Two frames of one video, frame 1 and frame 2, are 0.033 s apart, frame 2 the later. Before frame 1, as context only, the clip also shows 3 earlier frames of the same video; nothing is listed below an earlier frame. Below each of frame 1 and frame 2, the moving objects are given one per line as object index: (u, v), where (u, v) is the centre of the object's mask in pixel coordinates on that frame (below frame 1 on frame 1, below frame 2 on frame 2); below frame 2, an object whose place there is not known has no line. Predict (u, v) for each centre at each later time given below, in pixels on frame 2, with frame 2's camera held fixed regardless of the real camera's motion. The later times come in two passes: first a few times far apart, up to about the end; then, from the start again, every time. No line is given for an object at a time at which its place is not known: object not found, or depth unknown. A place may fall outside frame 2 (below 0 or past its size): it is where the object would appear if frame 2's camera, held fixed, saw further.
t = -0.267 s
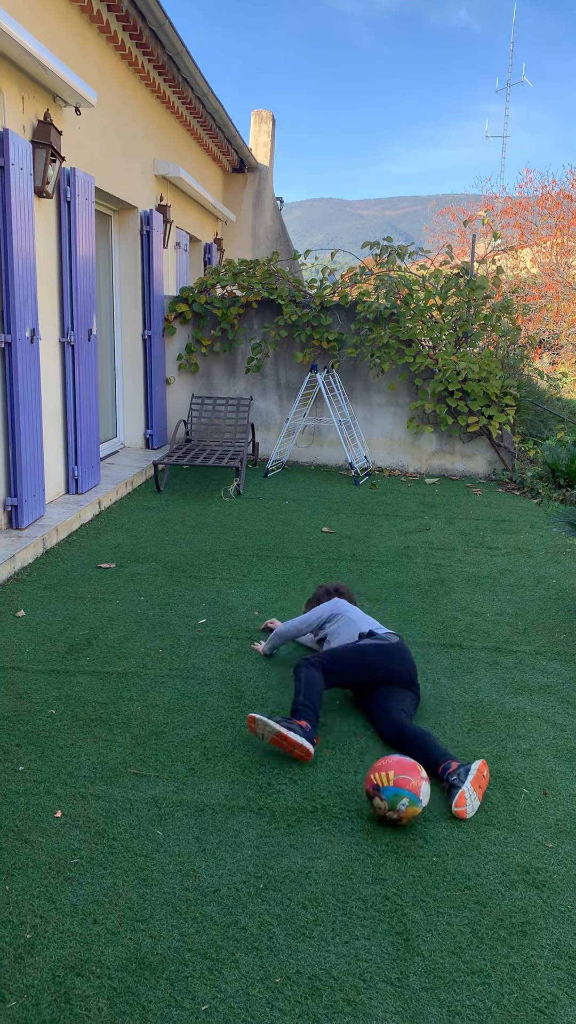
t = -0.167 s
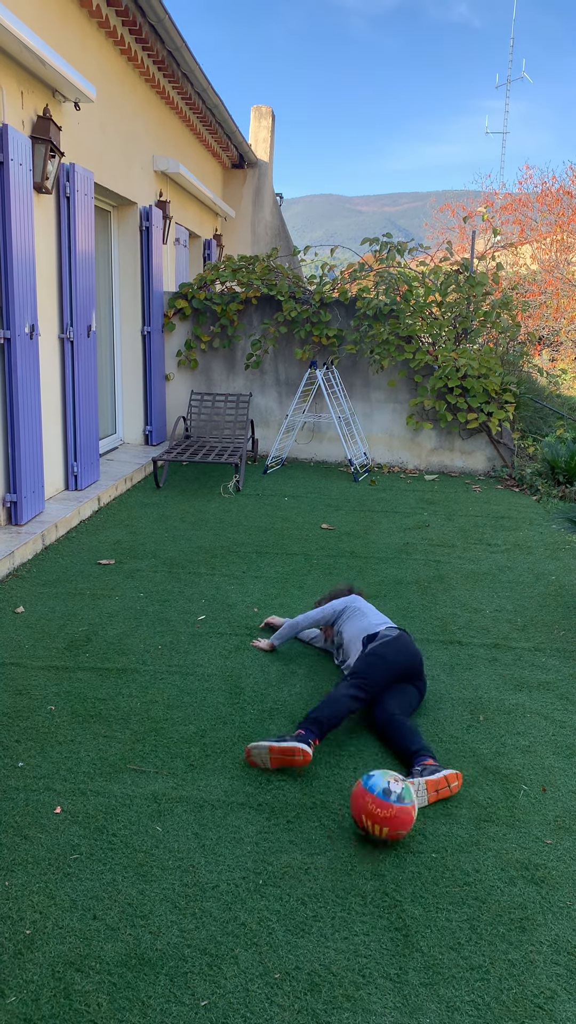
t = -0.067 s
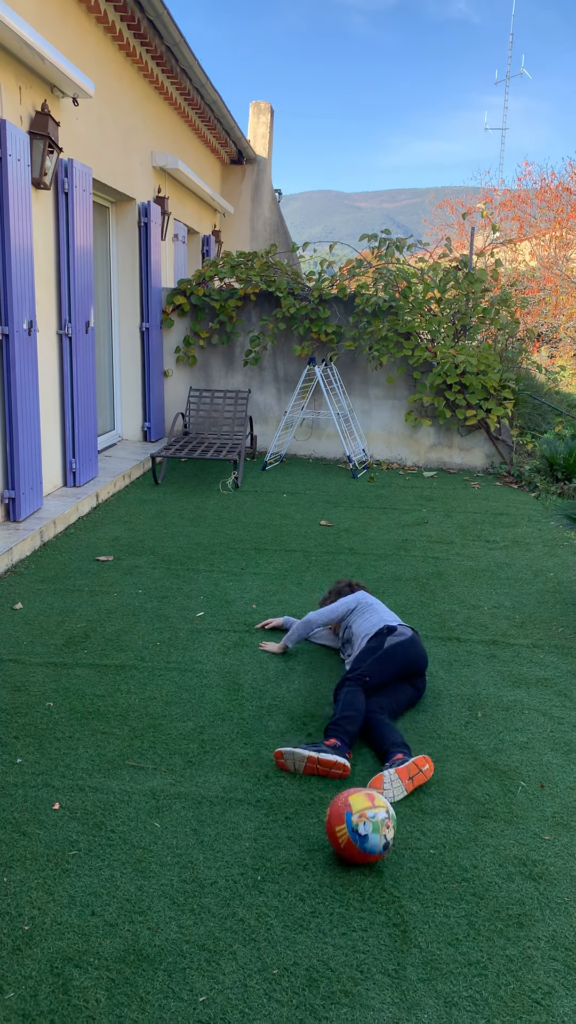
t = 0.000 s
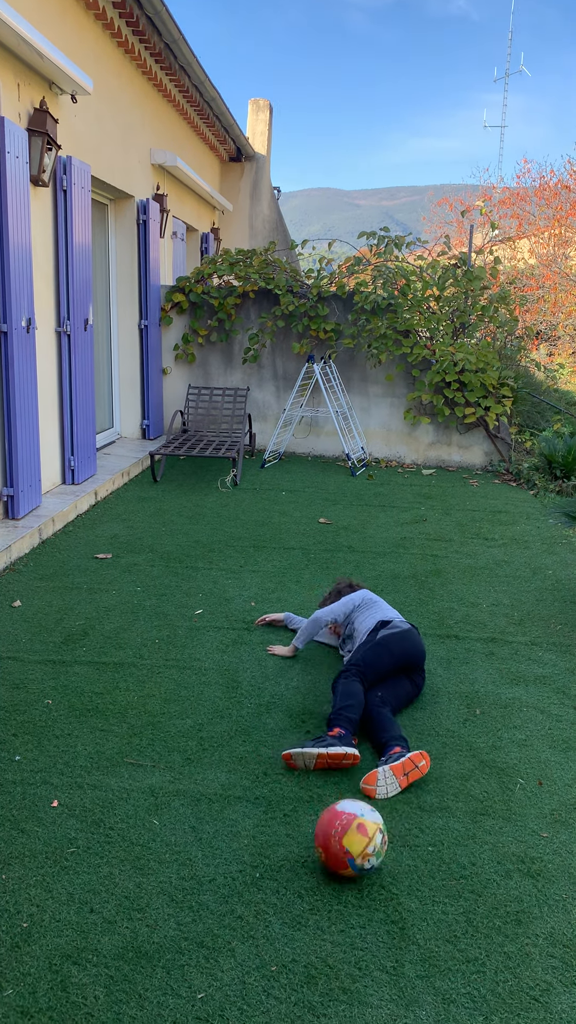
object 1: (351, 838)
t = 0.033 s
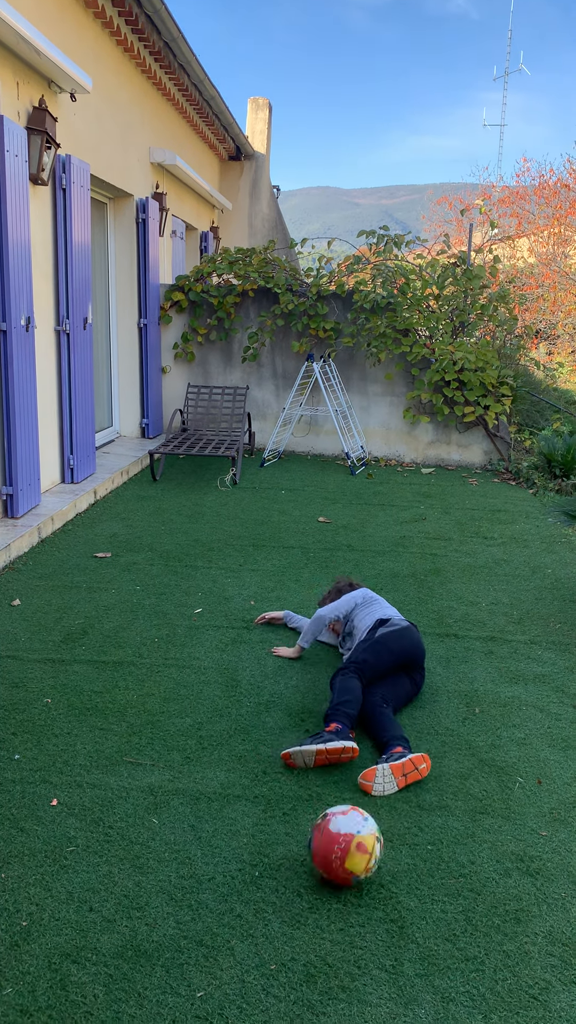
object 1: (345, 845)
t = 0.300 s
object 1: (311, 914)
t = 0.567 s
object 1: (279, 1000)
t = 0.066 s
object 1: (341, 852)
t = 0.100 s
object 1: (337, 861)
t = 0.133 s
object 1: (333, 869)
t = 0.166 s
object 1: (329, 876)
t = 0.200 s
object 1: (325, 884)
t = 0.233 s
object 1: (320, 893)
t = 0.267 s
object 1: (315, 904)
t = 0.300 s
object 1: (311, 914)
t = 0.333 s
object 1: (307, 923)
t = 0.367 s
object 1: (303, 934)
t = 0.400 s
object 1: (298, 944)
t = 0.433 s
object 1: (295, 956)
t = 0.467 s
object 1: (291, 967)
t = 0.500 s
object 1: (287, 979)
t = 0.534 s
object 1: (282, 990)
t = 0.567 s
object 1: (279, 1000)
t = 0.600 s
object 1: (275, 1009)
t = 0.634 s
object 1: (271, 1016)
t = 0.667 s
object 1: (267, 1021)
